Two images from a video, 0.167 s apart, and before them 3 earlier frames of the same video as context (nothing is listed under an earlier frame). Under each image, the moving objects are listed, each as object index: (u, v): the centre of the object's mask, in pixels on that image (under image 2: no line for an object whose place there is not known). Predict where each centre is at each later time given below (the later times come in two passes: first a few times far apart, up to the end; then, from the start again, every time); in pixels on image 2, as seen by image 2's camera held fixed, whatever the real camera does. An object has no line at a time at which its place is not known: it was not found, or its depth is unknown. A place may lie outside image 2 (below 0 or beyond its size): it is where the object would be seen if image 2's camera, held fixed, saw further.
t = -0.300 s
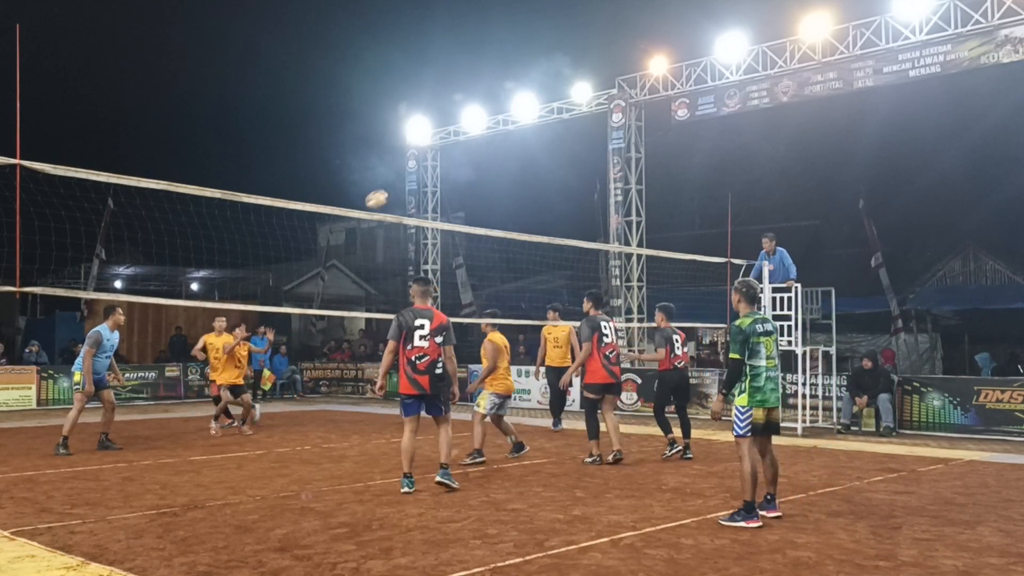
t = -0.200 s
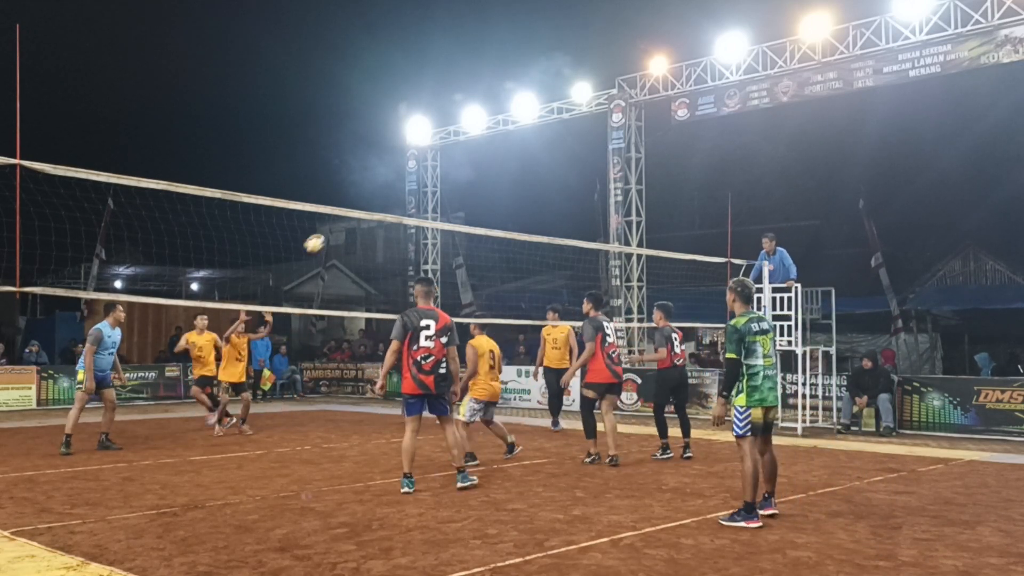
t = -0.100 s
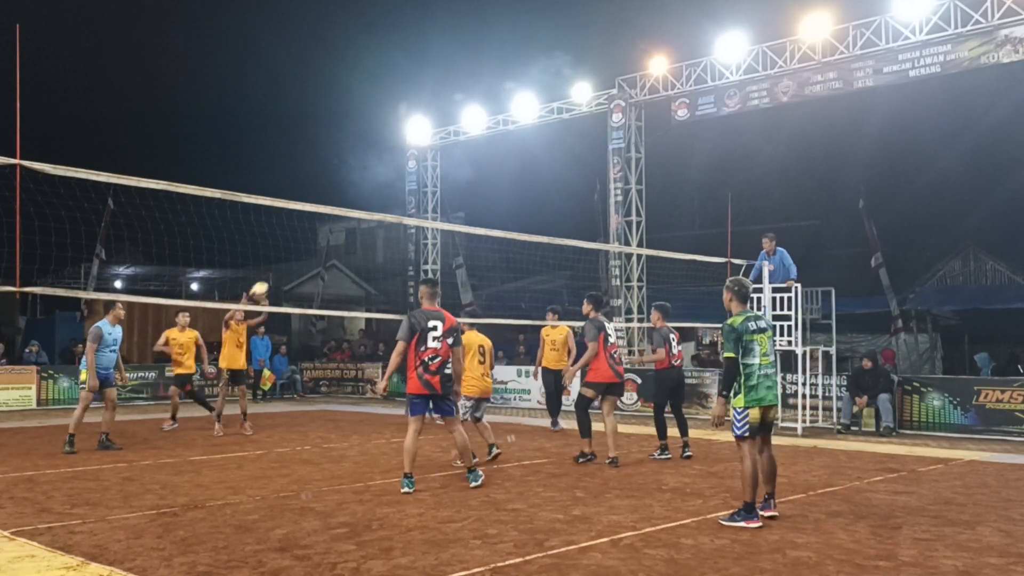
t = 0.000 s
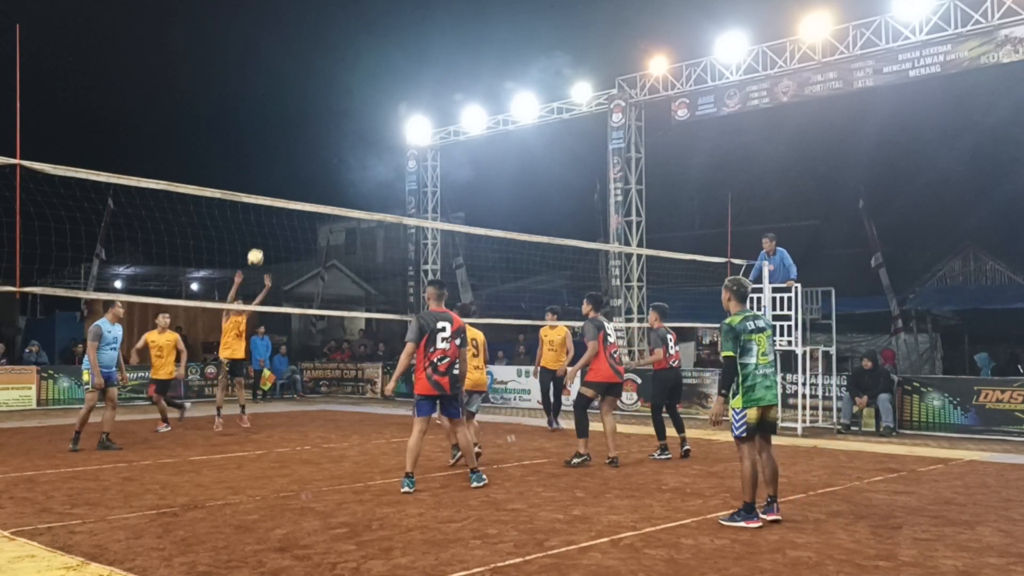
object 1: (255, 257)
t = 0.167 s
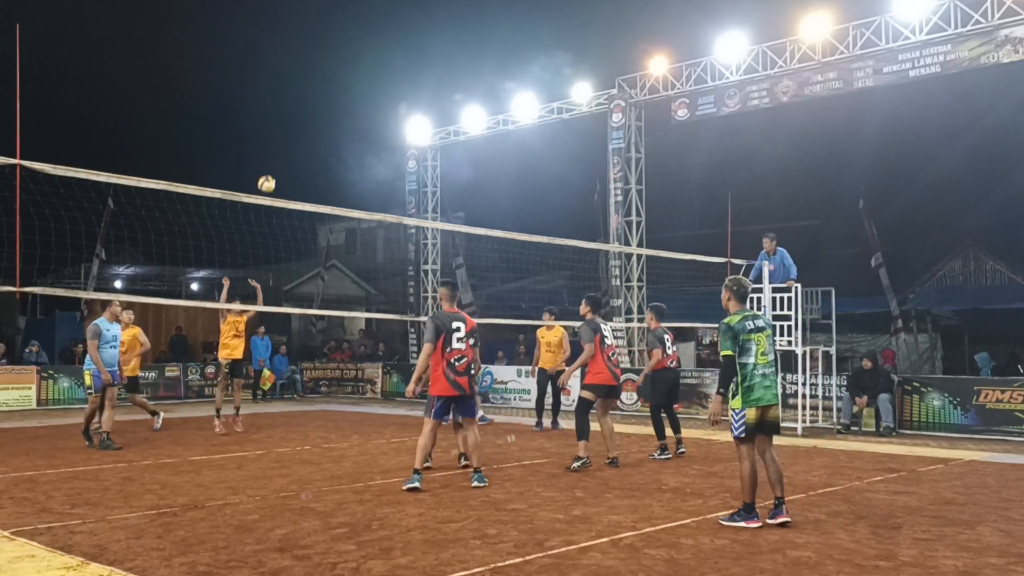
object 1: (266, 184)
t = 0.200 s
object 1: (268, 171)
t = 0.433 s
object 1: (284, 106)
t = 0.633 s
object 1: (297, 80)
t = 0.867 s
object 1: (312, 89)
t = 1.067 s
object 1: (325, 131)
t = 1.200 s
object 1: (334, 179)
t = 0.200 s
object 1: (268, 171)
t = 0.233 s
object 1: (271, 159)
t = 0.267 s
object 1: (273, 148)
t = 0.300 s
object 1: (275, 139)
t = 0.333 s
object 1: (277, 129)
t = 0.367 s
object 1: (280, 121)
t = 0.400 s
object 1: (282, 113)
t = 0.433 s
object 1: (284, 106)
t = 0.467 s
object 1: (286, 100)
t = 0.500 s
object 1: (289, 94)
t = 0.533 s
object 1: (290, 90)
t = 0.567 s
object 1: (293, 86)
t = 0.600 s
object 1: (295, 83)
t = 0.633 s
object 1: (297, 80)
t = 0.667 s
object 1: (299, 79)
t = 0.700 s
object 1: (301, 79)
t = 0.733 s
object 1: (303, 79)
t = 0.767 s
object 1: (305, 80)
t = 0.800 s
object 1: (308, 82)
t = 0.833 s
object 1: (310, 85)
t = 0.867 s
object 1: (312, 89)
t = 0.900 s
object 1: (314, 93)
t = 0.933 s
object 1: (316, 99)
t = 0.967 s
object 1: (319, 106)
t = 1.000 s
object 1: (321, 113)
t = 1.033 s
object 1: (323, 122)
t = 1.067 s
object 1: (325, 131)
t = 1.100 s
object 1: (327, 142)
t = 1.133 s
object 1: (329, 153)
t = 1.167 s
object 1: (332, 166)
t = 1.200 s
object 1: (334, 179)
